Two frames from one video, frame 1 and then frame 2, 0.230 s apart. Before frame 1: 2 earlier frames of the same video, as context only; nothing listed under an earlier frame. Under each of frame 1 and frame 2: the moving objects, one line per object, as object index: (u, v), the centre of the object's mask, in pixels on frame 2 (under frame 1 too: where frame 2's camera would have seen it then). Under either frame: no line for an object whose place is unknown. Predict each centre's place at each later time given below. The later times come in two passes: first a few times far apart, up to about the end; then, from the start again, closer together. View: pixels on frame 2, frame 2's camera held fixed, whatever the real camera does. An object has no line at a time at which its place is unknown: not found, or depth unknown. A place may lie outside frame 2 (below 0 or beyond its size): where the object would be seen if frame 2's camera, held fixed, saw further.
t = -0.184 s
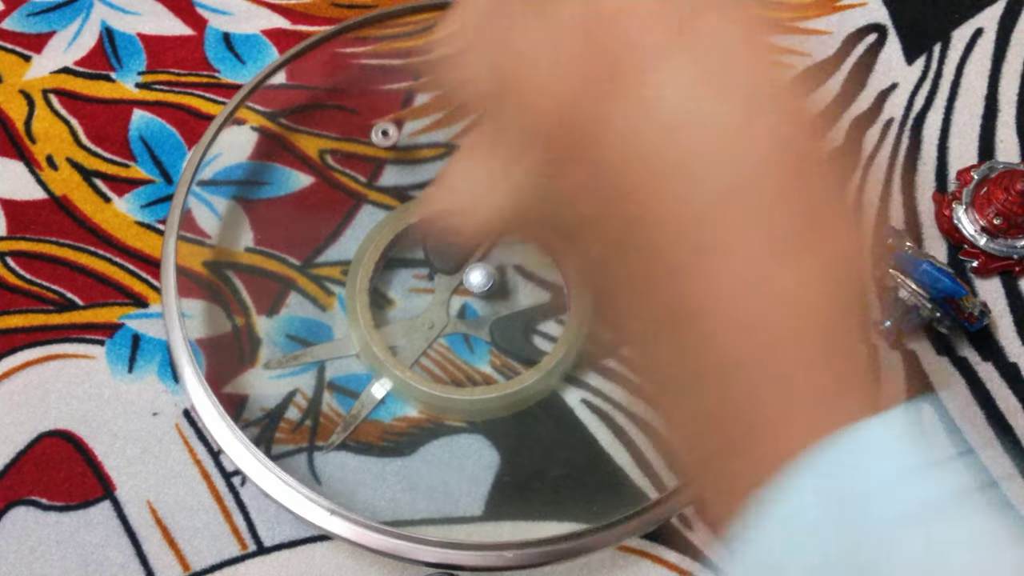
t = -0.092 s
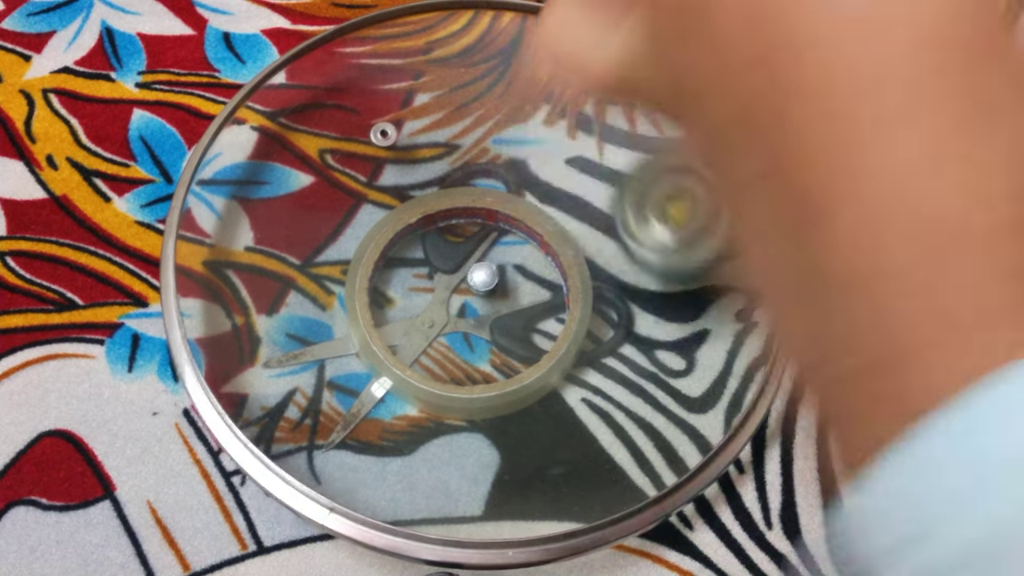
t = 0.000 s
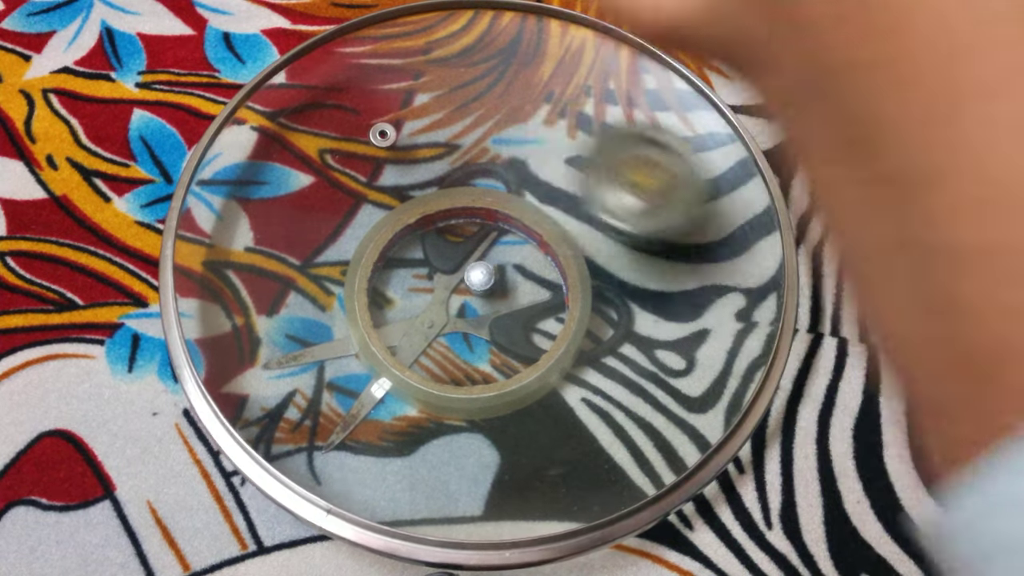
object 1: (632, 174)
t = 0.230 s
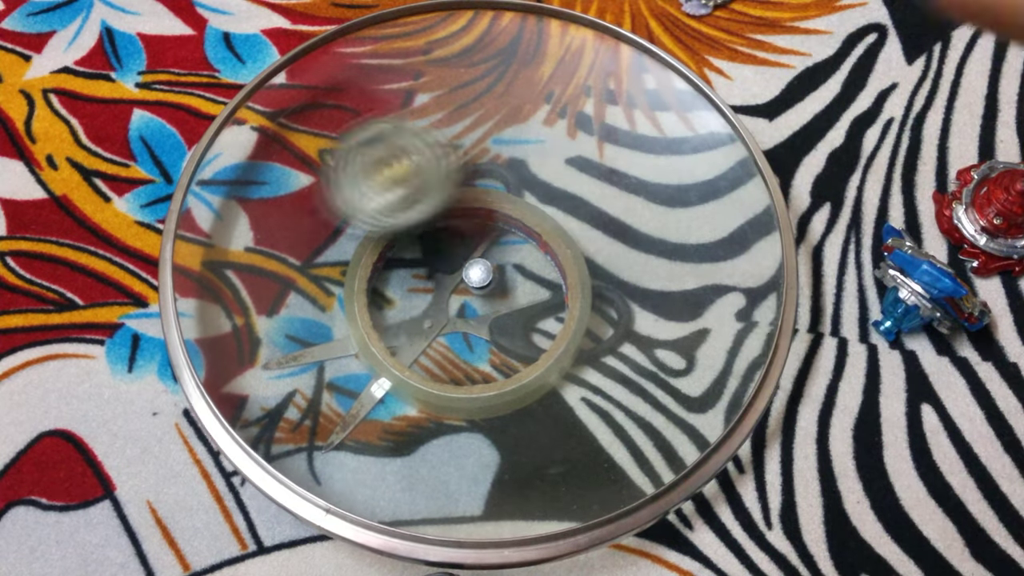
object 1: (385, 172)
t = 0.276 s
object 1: (345, 190)
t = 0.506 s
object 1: (324, 335)
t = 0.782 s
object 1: (610, 311)
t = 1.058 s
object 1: (590, 113)
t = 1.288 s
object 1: (314, 119)
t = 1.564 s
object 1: (329, 434)
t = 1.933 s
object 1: (645, 134)
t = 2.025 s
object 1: (446, 56)
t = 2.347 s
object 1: (378, 448)
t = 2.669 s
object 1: (615, 76)
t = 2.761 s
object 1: (449, 34)
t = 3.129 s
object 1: (583, 460)
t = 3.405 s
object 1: (443, 38)
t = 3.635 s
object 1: (269, 357)
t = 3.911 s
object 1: (703, 359)
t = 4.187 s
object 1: (579, 78)
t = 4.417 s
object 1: (281, 154)
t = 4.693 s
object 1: (430, 421)
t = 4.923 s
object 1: (637, 280)
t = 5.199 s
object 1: (395, 155)
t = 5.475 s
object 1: (397, 326)
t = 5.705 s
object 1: (481, 321)
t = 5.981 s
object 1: (447, 257)
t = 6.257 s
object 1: (460, 248)
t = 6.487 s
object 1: (457, 231)
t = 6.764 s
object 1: (422, 246)
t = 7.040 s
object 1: (451, 271)
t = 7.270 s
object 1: (458, 251)
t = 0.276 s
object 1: (345, 190)
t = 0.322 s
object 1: (318, 211)
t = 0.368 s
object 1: (294, 236)
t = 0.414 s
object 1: (291, 262)
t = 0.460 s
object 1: (300, 309)
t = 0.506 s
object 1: (324, 335)
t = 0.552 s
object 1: (365, 354)
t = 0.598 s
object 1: (403, 355)
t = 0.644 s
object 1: (447, 364)
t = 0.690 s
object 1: (497, 361)
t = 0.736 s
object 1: (543, 351)
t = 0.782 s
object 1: (610, 311)
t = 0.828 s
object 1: (627, 281)
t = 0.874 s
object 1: (634, 242)
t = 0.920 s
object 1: (640, 205)
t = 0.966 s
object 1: (631, 170)
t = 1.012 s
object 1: (620, 138)
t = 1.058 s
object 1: (590, 113)
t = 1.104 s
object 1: (506, 73)
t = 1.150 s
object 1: (457, 69)
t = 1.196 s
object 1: (401, 74)
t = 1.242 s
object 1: (354, 90)
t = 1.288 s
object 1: (314, 119)
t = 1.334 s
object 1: (281, 152)
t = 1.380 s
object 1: (255, 197)
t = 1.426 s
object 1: (238, 295)
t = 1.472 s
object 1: (255, 344)
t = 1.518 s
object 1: (292, 394)
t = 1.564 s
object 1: (329, 434)
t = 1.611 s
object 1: (388, 459)
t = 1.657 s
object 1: (463, 469)
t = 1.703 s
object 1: (593, 421)
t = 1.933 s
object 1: (645, 134)
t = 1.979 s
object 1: (583, 108)
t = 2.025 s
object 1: (446, 56)
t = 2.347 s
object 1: (378, 448)
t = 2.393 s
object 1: (472, 467)
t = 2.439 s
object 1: (548, 472)
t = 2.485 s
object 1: (608, 433)
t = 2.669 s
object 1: (615, 76)
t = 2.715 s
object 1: (543, 48)
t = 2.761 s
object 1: (449, 34)
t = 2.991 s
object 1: (298, 419)
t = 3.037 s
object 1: (396, 466)
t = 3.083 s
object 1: (506, 476)
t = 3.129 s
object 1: (583, 460)
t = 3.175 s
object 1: (682, 396)
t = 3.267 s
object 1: (680, 133)
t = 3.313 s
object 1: (608, 71)
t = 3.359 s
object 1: (535, 48)
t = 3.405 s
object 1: (443, 38)
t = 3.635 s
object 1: (269, 357)
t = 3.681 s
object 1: (311, 419)
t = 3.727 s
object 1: (389, 456)
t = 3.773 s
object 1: (458, 467)
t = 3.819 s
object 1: (527, 465)
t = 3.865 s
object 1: (586, 448)
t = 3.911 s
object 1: (703, 359)
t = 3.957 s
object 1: (724, 306)
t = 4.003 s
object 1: (725, 252)
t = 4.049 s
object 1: (712, 196)
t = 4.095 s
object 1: (682, 147)
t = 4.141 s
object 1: (632, 107)
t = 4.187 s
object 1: (579, 78)
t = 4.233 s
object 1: (472, 58)
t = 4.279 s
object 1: (409, 70)
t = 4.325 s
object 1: (357, 89)
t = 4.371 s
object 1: (314, 117)
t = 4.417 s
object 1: (281, 154)
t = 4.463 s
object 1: (256, 203)
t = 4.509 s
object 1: (249, 253)
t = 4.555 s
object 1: (278, 338)
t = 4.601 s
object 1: (323, 376)
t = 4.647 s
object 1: (372, 405)
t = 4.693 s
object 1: (430, 421)
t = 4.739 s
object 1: (482, 421)
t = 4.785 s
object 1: (531, 411)
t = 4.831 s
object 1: (610, 355)
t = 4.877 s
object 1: (631, 316)
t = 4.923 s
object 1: (637, 280)
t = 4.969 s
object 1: (625, 239)
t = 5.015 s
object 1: (603, 204)
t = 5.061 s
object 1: (569, 174)
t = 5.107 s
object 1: (525, 154)
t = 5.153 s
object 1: (436, 146)
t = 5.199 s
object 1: (395, 155)
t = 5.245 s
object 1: (363, 175)
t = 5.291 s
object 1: (345, 200)
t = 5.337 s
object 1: (337, 229)
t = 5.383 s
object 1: (337, 258)
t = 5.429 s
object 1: (349, 288)
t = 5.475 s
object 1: (397, 326)
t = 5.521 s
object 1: (419, 332)
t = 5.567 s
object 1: (440, 336)
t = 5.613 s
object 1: (455, 334)
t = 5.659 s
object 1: (470, 330)
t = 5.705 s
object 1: (481, 321)
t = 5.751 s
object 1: (488, 310)
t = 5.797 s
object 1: (490, 280)
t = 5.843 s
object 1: (488, 270)
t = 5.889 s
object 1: (482, 259)
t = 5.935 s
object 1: (467, 257)
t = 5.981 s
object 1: (447, 257)
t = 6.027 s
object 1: (434, 254)
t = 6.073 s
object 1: (430, 251)
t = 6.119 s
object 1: (444, 249)
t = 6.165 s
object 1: (456, 252)
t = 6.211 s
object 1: (461, 250)
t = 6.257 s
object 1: (460, 248)
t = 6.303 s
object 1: (454, 245)
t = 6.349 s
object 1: (450, 240)
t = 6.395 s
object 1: (451, 236)
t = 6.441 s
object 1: (455, 234)
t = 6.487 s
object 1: (457, 231)
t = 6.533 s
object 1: (458, 227)
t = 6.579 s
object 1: (456, 223)
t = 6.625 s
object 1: (450, 221)
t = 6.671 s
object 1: (441, 223)
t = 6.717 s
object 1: (425, 237)
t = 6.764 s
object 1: (422, 246)
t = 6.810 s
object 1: (423, 254)
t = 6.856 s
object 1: (425, 259)
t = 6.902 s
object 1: (428, 265)
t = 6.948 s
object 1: (435, 269)
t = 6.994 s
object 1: (441, 270)
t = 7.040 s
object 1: (451, 271)
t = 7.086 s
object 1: (455, 270)
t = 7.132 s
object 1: (458, 268)
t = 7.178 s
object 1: (460, 264)
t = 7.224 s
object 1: (461, 259)
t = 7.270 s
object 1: (458, 251)
